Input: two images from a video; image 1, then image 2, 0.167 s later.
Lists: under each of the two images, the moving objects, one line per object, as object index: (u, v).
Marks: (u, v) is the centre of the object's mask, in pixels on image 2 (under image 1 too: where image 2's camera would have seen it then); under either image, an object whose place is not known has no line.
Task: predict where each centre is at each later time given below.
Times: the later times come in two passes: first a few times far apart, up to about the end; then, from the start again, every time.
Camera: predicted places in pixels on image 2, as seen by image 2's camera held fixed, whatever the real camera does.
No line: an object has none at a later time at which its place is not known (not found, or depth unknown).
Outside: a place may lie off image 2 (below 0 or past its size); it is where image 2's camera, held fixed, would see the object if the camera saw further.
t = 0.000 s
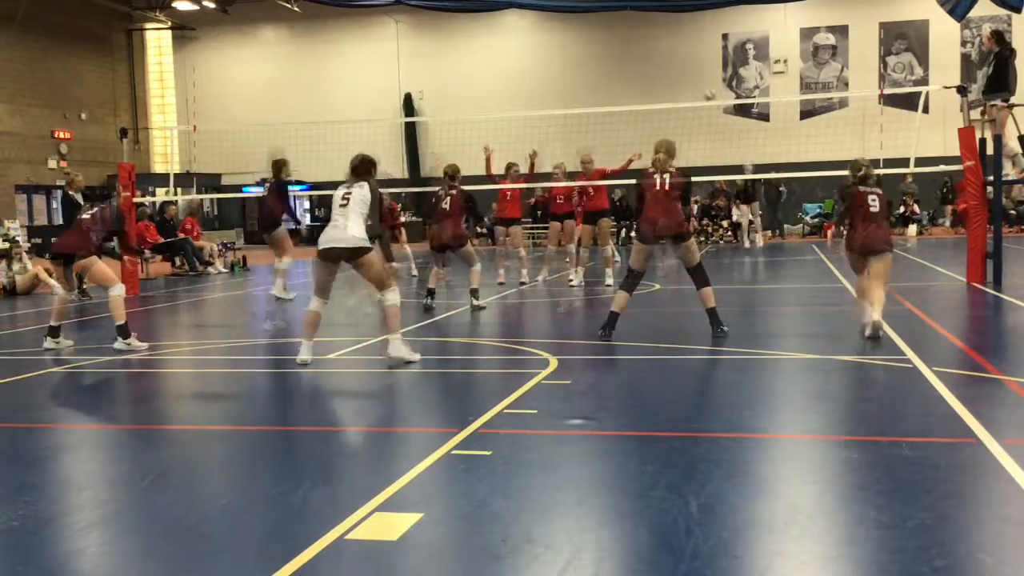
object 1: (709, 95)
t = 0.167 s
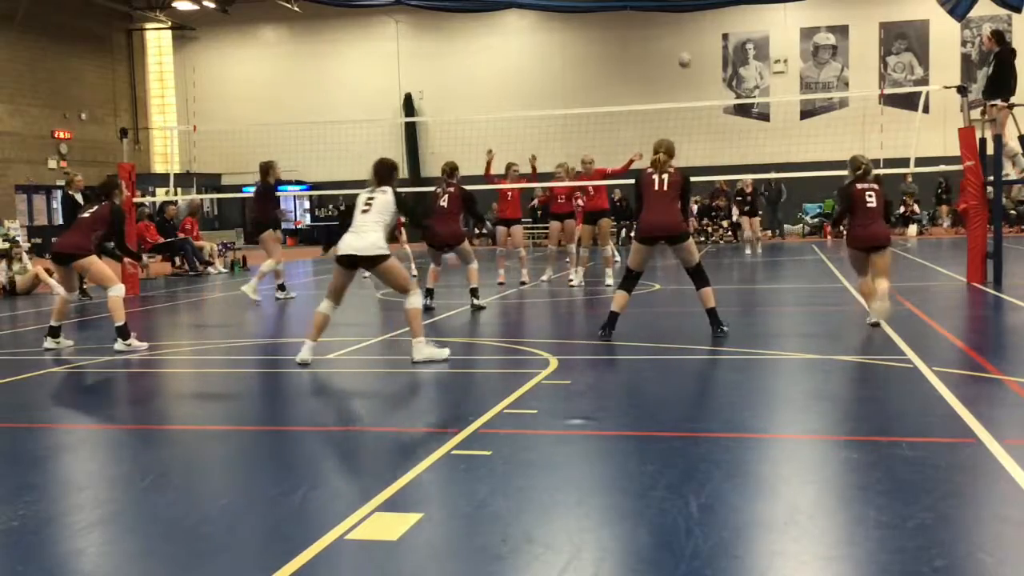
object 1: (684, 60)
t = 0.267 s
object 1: (669, 46)
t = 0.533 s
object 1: (624, 25)
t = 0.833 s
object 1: (562, 67)
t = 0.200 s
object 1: (679, 55)
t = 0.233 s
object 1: (674, 50)
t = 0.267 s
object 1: (669, 46)
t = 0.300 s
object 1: (663, 41)
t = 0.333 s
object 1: (658, 37)
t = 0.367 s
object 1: (653, 34)
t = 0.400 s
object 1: (647, 31)
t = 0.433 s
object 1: (641, 28)
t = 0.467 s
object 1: (636, 27)
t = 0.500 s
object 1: (630, 25)
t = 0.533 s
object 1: (624, 25)
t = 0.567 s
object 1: (618, 25)
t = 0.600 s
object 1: (612, 26)
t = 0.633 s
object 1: (606, 28)
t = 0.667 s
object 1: (600, 31)
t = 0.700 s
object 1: (593, 35)
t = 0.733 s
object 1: (586, 40)
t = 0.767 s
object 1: (580, 47)
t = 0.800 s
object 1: (571, 57)
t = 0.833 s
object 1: (562, 67)
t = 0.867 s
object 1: (554, 81)
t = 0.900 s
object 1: (545, 97)
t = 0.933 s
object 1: (536, 117)
